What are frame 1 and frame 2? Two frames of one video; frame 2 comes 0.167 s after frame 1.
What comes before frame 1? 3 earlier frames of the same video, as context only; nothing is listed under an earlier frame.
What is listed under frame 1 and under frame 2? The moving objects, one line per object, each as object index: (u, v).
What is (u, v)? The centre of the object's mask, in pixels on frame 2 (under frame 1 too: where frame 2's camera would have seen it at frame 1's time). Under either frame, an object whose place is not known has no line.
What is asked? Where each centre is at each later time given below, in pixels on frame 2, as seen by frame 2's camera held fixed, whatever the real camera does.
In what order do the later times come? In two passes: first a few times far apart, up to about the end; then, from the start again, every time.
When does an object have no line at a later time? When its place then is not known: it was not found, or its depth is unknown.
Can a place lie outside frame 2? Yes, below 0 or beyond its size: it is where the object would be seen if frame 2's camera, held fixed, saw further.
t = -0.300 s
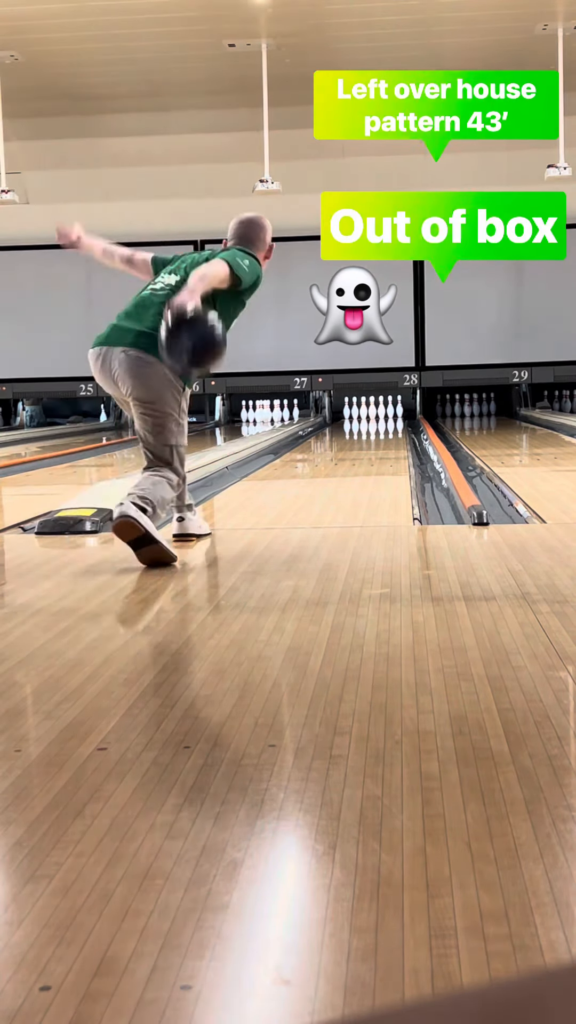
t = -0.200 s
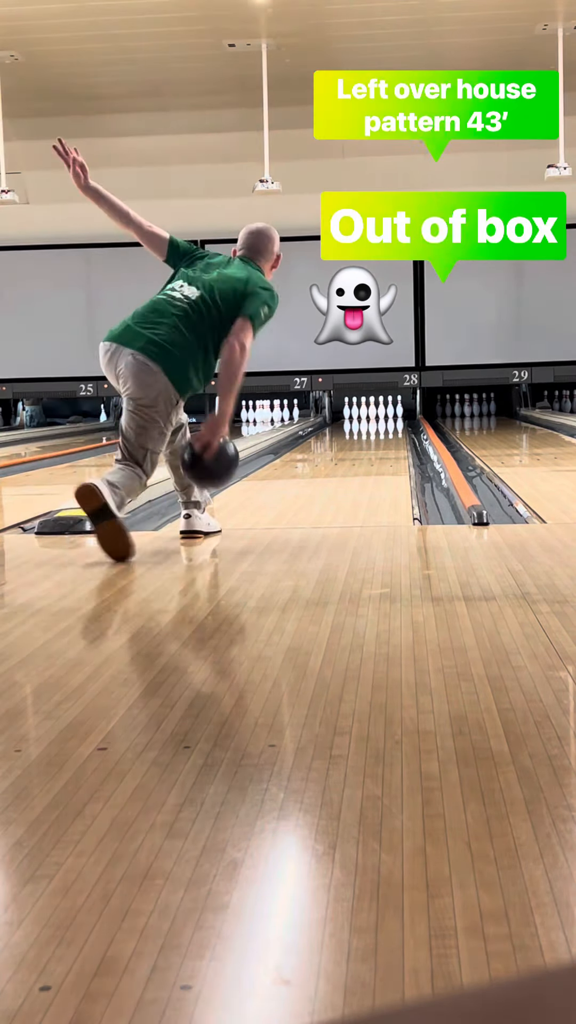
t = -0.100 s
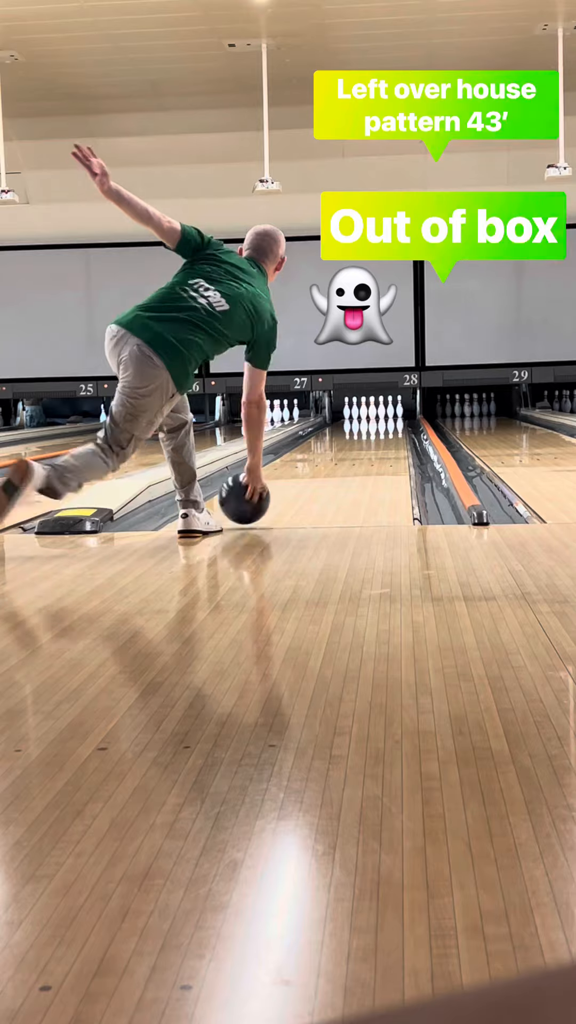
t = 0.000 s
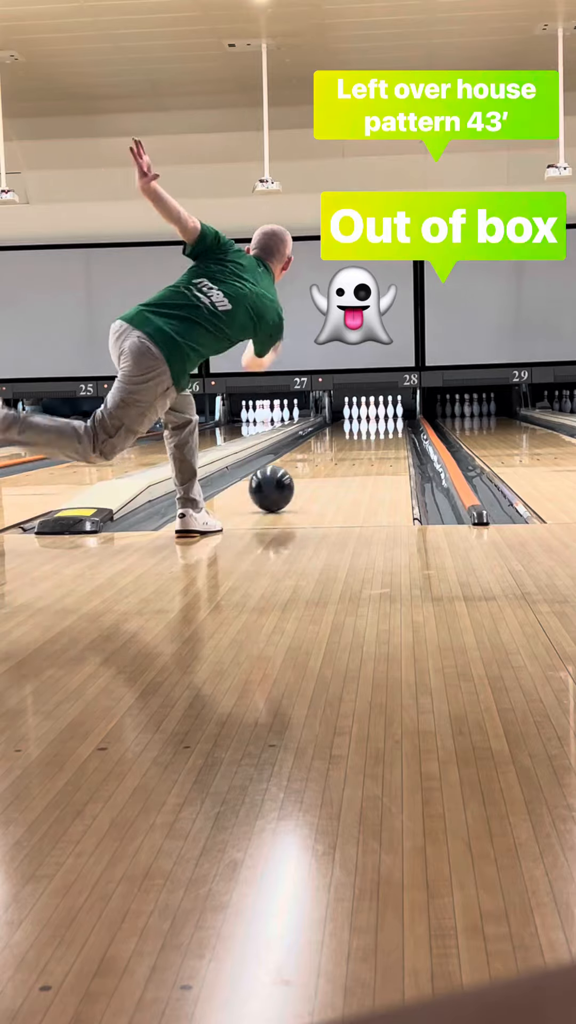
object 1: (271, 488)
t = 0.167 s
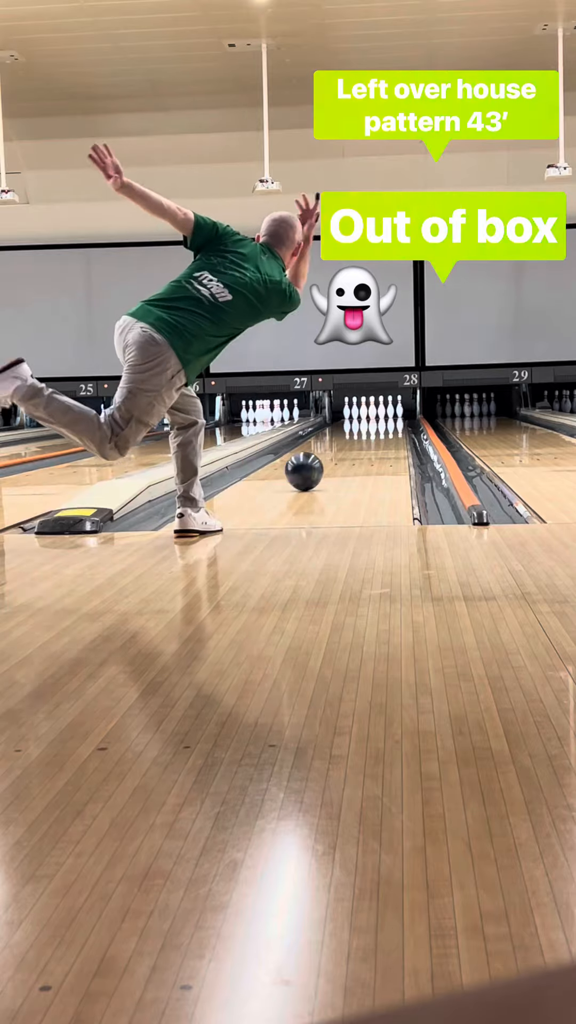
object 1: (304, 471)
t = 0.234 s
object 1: (315, 466)
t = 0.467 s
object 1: (342, 452)
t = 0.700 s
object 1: (360, 442)
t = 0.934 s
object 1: (373, 435)
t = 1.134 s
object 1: (380, 429)
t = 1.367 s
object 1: (388, 424)
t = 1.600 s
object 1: (391, 420)
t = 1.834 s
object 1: (391, 418)
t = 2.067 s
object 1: (386, 415)
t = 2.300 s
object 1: (378, 414)
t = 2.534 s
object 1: (372, 413)
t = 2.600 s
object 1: (367, 412)
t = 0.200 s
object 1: (310, 468)
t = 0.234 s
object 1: (315, 466)
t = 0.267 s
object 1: (319, 463)
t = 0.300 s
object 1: (323, 461)
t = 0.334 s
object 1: (327, 459)
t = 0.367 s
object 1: (331, 457)
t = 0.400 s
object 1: (335, 456)
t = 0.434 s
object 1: (338, 453)
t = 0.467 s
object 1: (342, 452)
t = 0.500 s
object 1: (345, 450)
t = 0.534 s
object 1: (348, 449)
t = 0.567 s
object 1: (350, 447)
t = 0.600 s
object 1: (353, 446)
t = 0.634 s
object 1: (355, 445)
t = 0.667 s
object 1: (357, 443)
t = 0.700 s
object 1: (360, 442)
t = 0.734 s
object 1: (362, 441)
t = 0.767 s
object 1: (364, 440)
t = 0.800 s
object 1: (366, 438)
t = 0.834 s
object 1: (368, 437)
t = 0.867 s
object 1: (370, 437)
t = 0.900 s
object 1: (371, 436)
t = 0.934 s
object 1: (373, 435)
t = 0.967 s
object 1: (374, 433)
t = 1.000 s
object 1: (376, 433)
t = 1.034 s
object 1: (378, 432)
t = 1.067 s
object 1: (378, 431)
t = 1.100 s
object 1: (380, 430)
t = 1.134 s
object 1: (380, 429)
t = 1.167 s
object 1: (382, 428)
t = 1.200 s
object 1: (383, 428)
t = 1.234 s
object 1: (385, 427)
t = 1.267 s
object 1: (385, 426)
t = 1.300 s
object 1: (386, 425)
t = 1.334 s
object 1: (386, 425)
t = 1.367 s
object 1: (388, 424)
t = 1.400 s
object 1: (388, 423)
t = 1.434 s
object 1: (389, 423)
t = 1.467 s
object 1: (390, 422)
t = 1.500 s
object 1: (390, 422)
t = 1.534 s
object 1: (390, 421)
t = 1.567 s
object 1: (391, 421)
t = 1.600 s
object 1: (391, 420)
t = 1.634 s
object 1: (391, 420)
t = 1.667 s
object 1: (391, 420)
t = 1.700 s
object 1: (391, 419)
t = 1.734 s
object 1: (392, 419)
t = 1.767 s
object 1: (391, 419)
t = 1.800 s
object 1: (392, 418)
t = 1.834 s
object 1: (391, 418)
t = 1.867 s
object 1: (391, 418)
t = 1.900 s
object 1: (390, 417)
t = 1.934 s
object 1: (390, 417)
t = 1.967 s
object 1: (390, 417)
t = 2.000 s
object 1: (388, 416)
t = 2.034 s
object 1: (387, 416)
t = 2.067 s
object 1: (386, 415)
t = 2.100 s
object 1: (385, 416)
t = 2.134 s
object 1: (384, 415)
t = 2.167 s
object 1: (383, 415)
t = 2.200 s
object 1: (382, 415)
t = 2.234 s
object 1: (381, 414)
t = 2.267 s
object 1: (380, 414)
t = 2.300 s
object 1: (378, 414)
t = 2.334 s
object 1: (376, 414)
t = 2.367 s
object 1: (375, 414)
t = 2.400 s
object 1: (374, 414)
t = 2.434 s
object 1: (373, 413)
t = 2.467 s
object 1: (373, 413)
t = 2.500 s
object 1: (373, 413)
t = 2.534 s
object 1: (372, 413)
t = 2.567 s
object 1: (370, 412)
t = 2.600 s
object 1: (367, 412)
